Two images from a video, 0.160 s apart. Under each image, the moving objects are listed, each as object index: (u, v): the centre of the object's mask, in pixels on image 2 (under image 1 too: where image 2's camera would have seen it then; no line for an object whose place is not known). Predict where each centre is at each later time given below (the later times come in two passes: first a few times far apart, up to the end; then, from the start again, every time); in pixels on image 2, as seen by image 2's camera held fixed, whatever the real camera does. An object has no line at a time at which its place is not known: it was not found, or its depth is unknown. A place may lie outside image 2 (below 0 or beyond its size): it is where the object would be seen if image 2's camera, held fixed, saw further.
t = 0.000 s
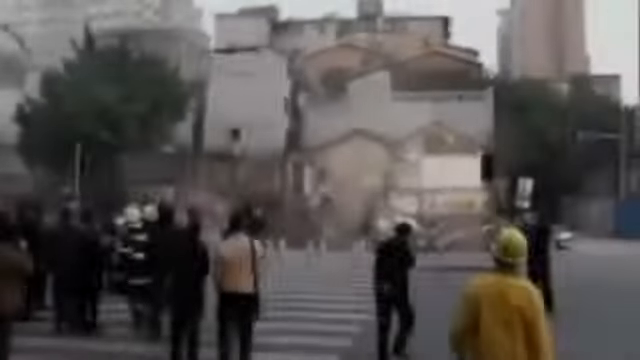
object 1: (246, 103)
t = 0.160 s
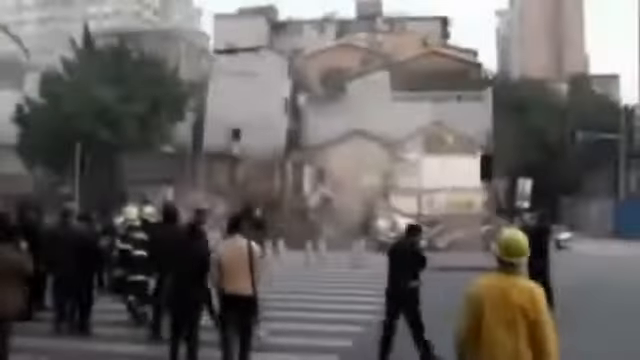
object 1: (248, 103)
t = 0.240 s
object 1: (249, 104)
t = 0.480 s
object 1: (251, 106)
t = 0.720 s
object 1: (255, 106)
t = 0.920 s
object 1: (259, 111)
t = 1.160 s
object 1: (264, 122)
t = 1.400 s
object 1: (268, 142)
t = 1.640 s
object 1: (274, 162)
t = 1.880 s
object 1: (283, 186)
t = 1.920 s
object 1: (285, 190)
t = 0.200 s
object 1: (248, 104)
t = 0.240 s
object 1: (249, 104)
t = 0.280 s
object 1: (249, 104)
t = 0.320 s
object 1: (250, 104)
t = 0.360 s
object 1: (250, 105)
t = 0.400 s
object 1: (250, 105)
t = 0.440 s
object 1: (251, 105)
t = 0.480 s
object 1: (251, 106)
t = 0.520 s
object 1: (252, 106)
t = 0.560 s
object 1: (252, 106)
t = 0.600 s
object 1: (252, 106)
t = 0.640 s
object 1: (254, 106)
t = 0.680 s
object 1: (255, 106)
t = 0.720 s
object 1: (255, 106)
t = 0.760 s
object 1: (256, 107)
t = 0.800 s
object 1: (257, 108)
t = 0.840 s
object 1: (258, 108)
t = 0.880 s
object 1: (258, 109)
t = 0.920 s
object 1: (259, 111)
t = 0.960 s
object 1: (260, 113)
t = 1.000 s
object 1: (261, 114)
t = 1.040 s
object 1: (262, 116)
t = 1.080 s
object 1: (263, 117)
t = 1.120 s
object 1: (264, 119)
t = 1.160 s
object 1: (264, 122)
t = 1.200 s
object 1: (265, 125)
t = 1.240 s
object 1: (265, 128)
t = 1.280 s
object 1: (266, 131)
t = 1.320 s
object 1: (267, 134)
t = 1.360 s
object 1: (267, 138)
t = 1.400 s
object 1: (268, 142)
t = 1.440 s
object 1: (269, 146)
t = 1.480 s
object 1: (270, 149)
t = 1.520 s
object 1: (270, 153)
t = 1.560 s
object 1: (272, 155)
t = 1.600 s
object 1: (273, 158)
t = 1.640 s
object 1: (274, 162)
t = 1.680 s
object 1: (275, 165)
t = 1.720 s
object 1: (277, 168)
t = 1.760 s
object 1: (278, 172)
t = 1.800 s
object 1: (278, 176)
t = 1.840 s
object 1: (282, 181)
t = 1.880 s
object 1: (283, 186)
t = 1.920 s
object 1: (285, 190)
